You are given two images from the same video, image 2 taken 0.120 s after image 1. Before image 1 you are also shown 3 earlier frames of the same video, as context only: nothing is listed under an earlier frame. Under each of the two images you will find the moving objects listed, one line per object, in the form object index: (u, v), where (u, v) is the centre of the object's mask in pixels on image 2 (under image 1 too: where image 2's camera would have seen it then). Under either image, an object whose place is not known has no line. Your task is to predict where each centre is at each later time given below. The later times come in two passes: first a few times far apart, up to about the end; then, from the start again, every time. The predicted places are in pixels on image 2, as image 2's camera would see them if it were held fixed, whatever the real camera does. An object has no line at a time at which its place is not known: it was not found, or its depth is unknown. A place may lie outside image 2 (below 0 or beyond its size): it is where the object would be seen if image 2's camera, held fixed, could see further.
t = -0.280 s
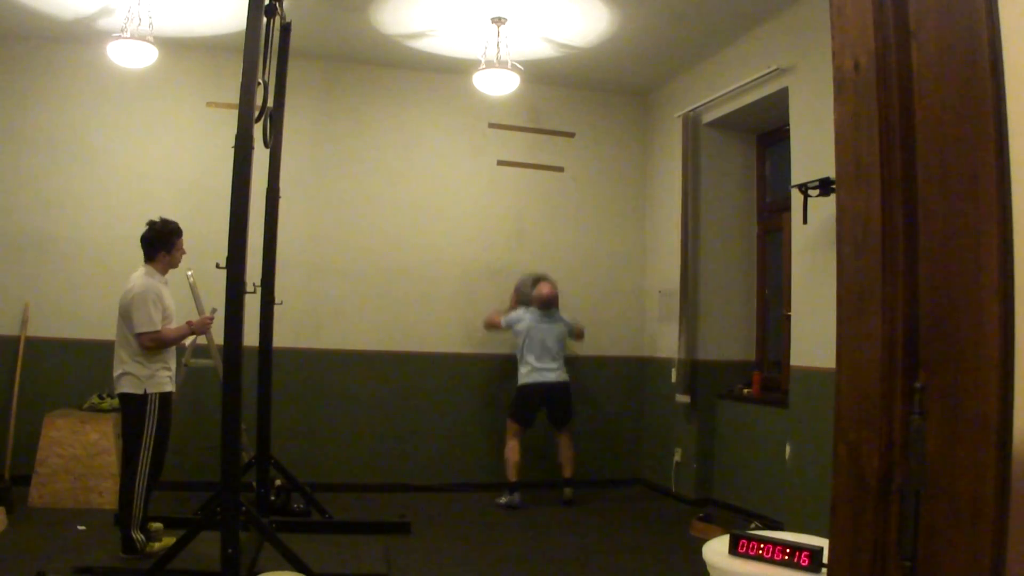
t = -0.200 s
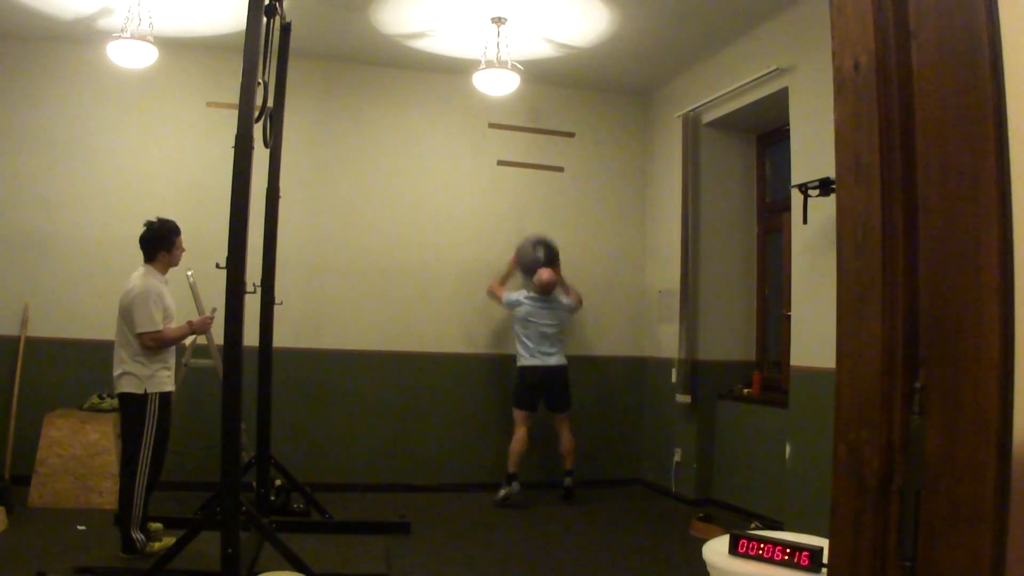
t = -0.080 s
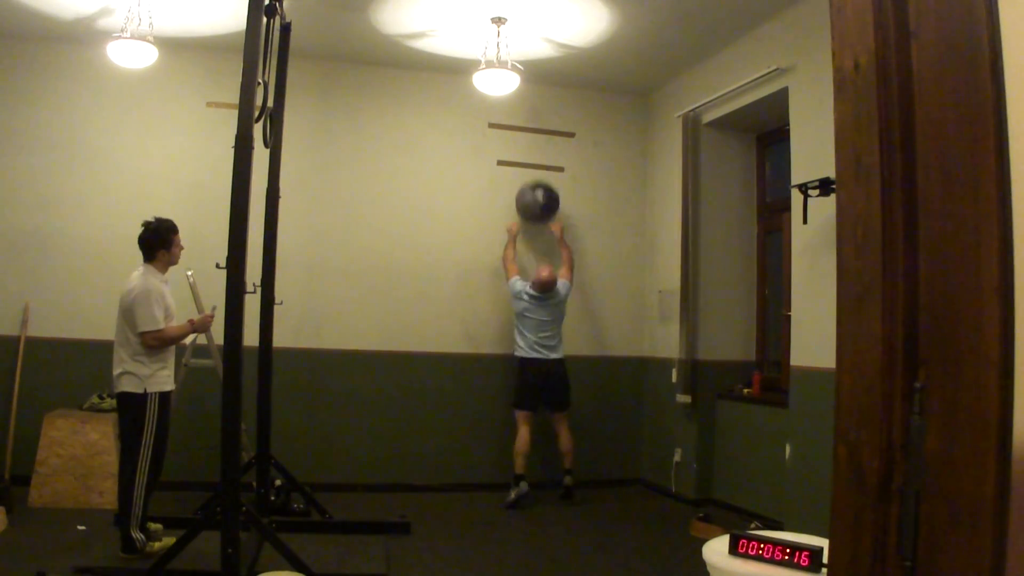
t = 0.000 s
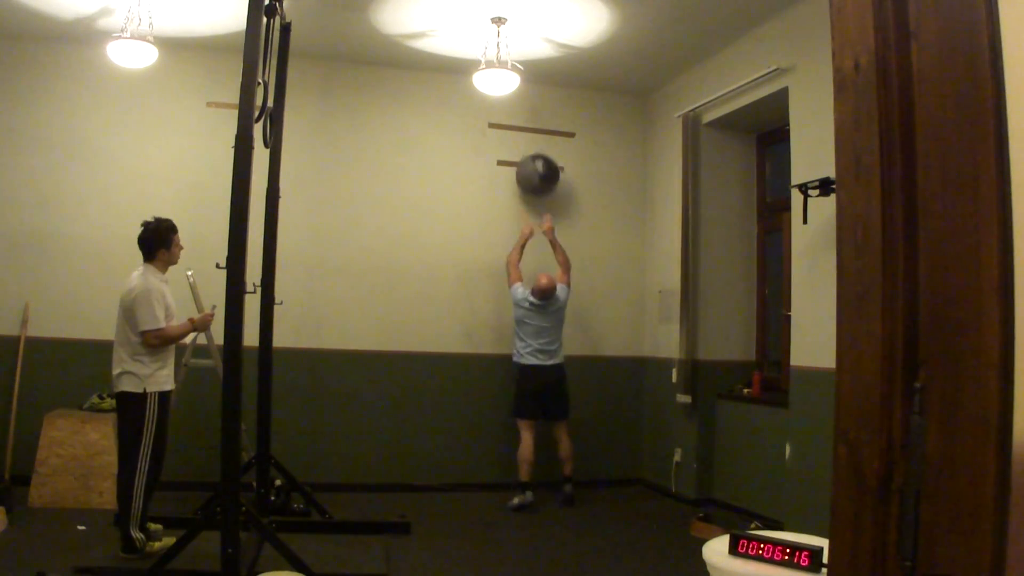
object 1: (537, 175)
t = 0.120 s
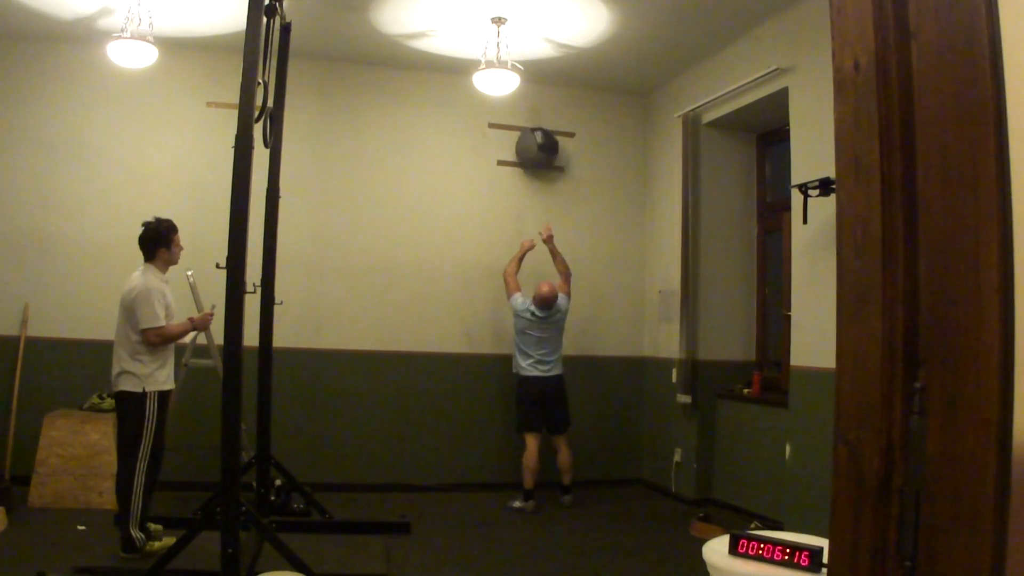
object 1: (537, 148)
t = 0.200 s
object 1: (536, 142)
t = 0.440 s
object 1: (540, 160)
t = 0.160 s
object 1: (537, 144)
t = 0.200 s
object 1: (536, 142)
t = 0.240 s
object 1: (537, 141)
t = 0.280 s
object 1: (538, 141)
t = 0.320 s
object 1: (538, 142)
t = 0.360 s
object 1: (539, 146)
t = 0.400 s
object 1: (539, 152)
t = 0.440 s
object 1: (540, 160)
